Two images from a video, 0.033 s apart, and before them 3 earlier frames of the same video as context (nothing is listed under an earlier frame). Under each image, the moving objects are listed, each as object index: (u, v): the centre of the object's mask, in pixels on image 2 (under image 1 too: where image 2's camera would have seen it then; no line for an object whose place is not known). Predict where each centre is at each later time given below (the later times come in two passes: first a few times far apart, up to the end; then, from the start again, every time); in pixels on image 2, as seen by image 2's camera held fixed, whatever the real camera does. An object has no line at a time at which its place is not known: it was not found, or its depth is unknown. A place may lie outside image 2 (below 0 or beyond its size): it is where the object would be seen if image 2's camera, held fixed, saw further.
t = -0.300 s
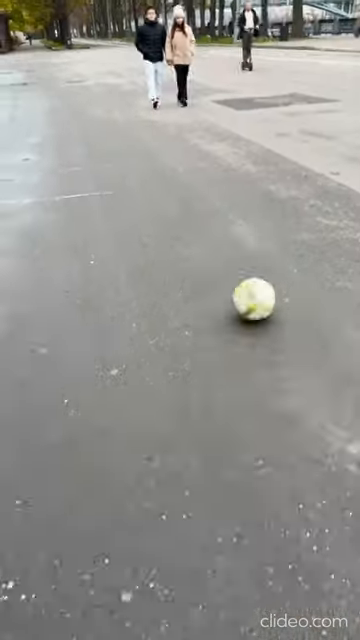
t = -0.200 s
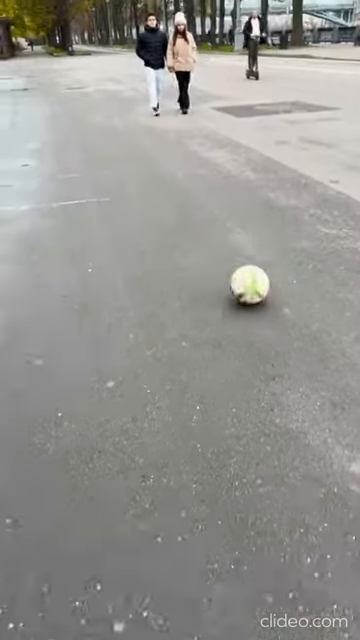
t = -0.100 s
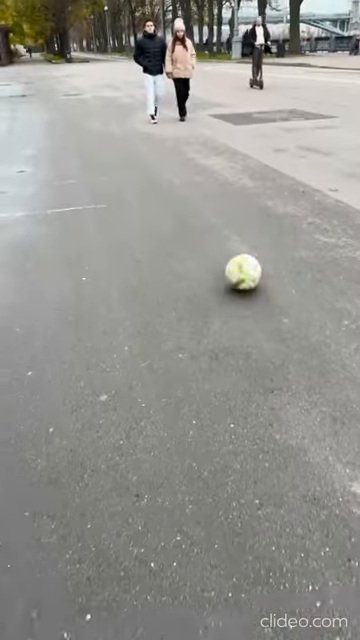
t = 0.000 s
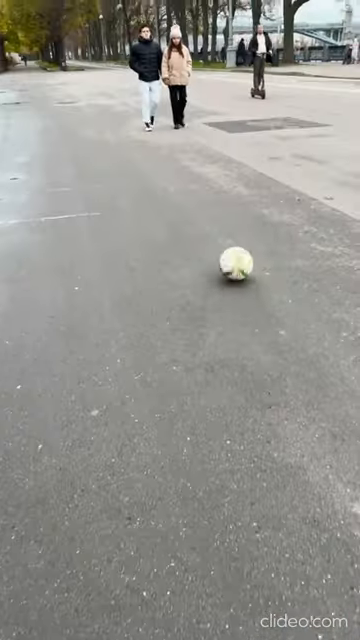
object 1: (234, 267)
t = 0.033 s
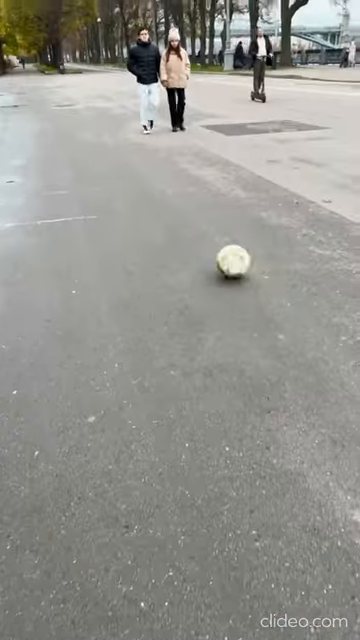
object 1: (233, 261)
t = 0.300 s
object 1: (225, 225)
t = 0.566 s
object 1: (218, 201)
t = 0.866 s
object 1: (212, 181)
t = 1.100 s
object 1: (208, 170)
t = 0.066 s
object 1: (232, 255)
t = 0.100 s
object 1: (231, 250)
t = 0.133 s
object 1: (230, 246)
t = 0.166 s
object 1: (229, 242)
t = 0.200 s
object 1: (228, 237)
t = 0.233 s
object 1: (227, 233)
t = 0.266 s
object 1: (227, 229)
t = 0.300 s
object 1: (225, 225)
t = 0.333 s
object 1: (224, 222)
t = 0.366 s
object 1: (224, 219)
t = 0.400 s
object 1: (223, 216)
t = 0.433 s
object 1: (222, 213)
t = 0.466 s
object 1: (221, 209)
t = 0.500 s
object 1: (220, 207)
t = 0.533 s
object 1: (219, 204)
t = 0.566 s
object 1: (218, 201)
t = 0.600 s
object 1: (218, 199)
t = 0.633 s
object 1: (217, 196)
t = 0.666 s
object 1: (217, 194)
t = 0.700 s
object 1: (215, 192)
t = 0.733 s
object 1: (215, 189)
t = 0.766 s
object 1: (214, 187)
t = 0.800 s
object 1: (214, 185)
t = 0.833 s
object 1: (213, 183)
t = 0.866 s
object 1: (212, 181)
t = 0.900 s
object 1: (212, 179)
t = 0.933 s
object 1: (211, 177)
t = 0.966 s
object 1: (210, 176)
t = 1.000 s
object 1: (210, 174)
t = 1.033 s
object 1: (209, 173)
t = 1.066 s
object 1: (209, 171)
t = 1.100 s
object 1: (208, 170)
